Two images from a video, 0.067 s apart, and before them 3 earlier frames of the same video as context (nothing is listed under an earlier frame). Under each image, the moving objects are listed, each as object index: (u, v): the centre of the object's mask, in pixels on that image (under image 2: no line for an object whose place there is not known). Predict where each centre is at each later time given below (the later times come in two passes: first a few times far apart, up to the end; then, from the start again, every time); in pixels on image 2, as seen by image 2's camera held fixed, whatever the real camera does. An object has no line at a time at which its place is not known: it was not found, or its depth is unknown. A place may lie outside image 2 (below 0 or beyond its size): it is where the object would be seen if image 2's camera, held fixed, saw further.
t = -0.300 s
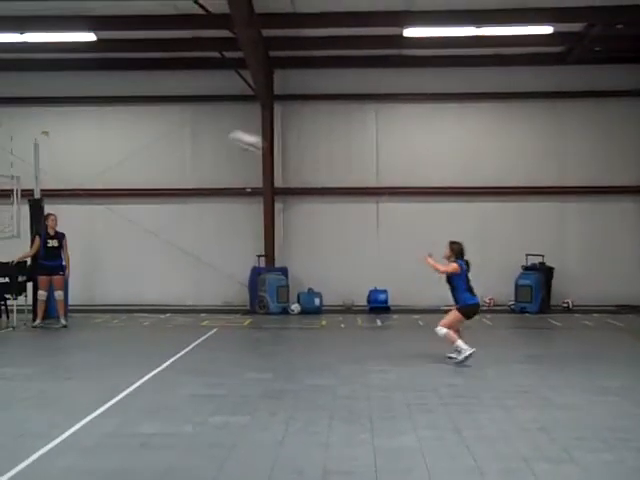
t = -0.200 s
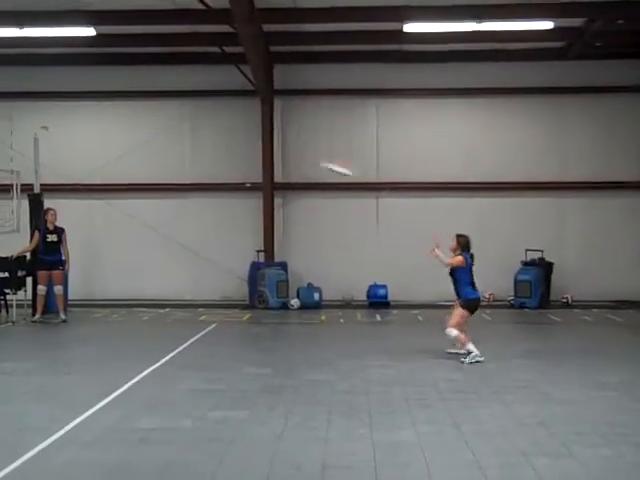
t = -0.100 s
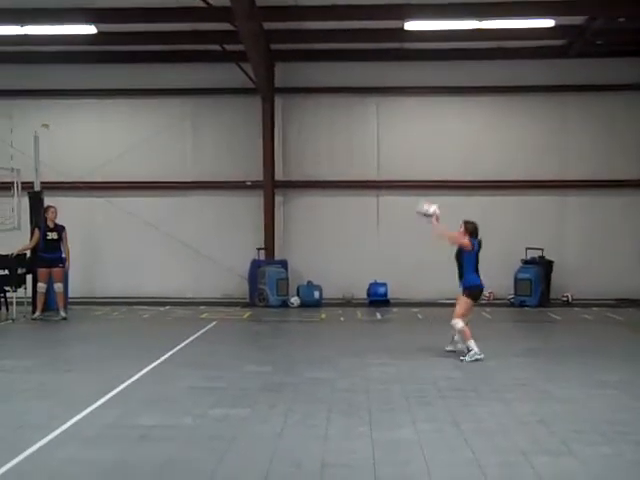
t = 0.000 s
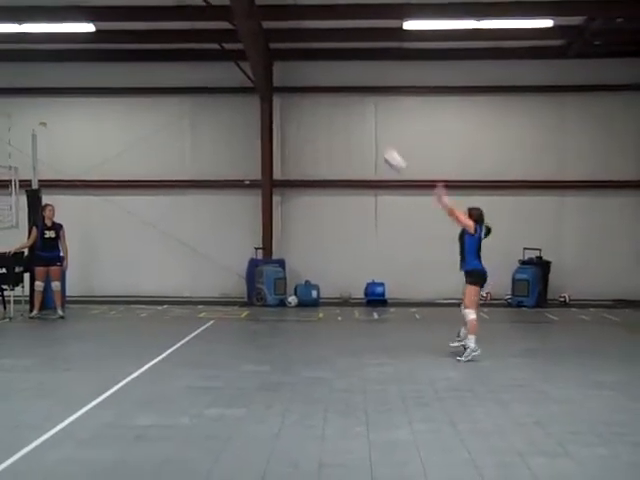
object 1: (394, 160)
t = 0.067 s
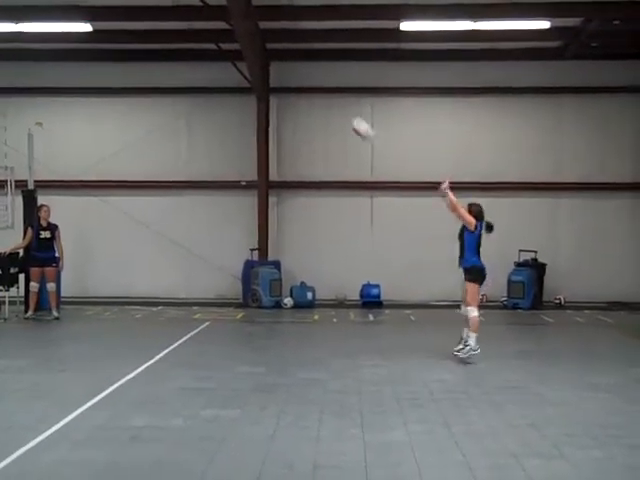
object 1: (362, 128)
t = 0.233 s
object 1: (288, 66)
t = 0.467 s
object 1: (193, 23)
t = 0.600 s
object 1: (140, 18)
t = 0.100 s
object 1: (346, 114)
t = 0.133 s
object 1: (331, 100)
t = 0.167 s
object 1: (317, 88)
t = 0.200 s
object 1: (302, 76)
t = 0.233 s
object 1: (288, 66)
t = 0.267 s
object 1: (275, 57)
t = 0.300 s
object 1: (261, 49)
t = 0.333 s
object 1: (247, 42)
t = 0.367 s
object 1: (234, 36)
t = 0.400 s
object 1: (221, 31)
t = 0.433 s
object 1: (206, 26)
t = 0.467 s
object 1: (193, 23)
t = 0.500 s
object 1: (180, 20)
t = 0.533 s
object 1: (167, 19)
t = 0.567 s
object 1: (154, 19)
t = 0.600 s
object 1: (140, 18)
